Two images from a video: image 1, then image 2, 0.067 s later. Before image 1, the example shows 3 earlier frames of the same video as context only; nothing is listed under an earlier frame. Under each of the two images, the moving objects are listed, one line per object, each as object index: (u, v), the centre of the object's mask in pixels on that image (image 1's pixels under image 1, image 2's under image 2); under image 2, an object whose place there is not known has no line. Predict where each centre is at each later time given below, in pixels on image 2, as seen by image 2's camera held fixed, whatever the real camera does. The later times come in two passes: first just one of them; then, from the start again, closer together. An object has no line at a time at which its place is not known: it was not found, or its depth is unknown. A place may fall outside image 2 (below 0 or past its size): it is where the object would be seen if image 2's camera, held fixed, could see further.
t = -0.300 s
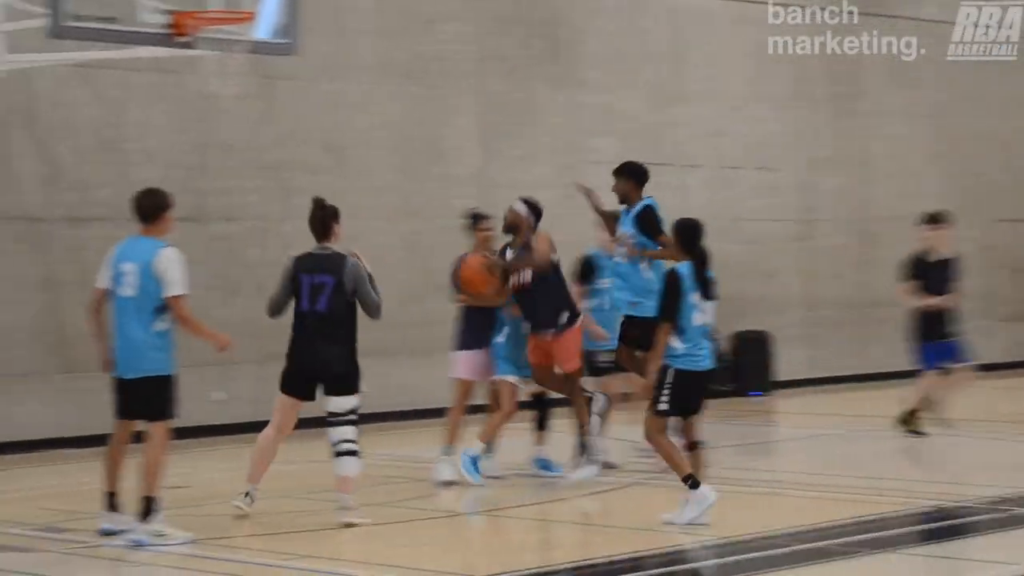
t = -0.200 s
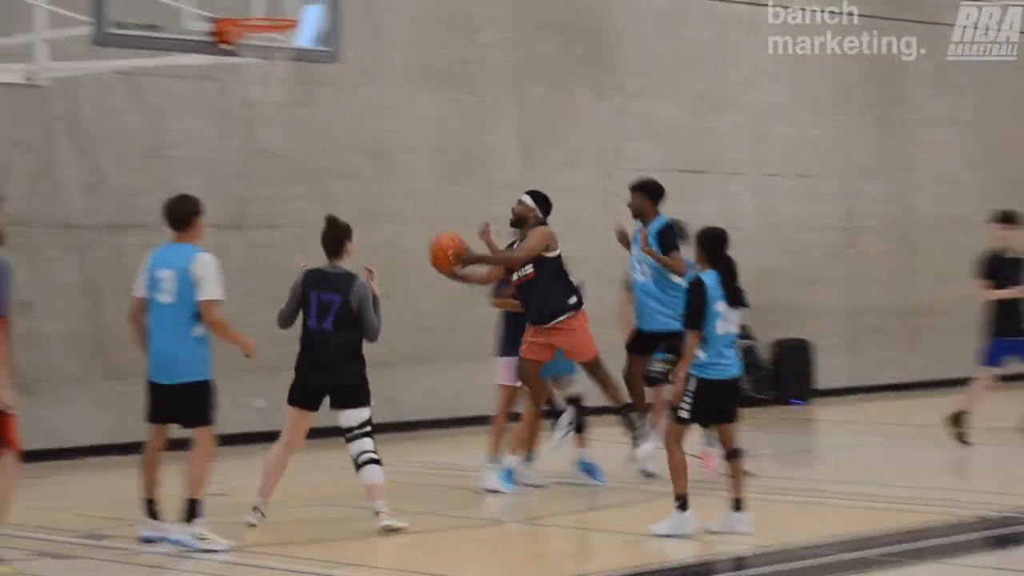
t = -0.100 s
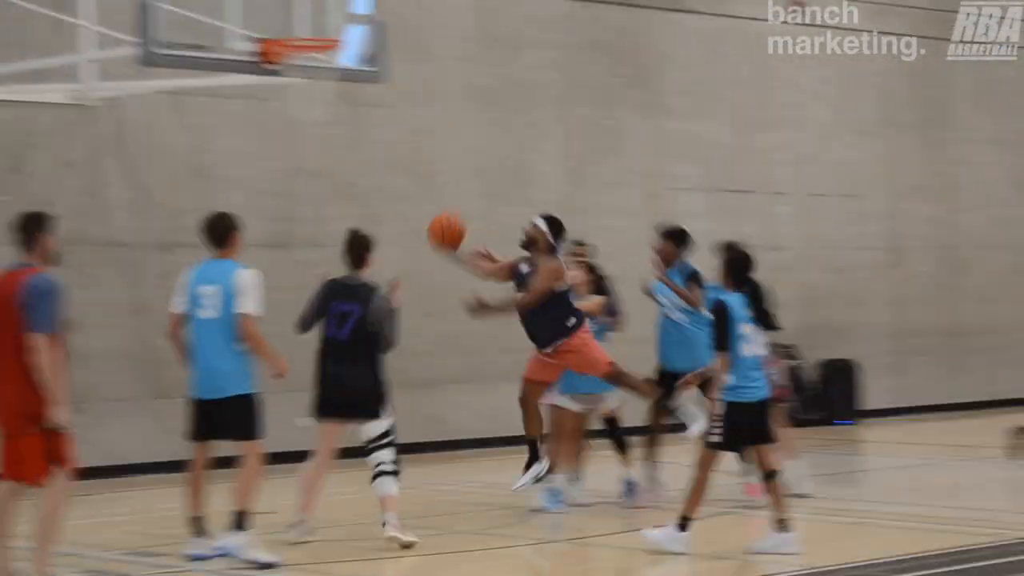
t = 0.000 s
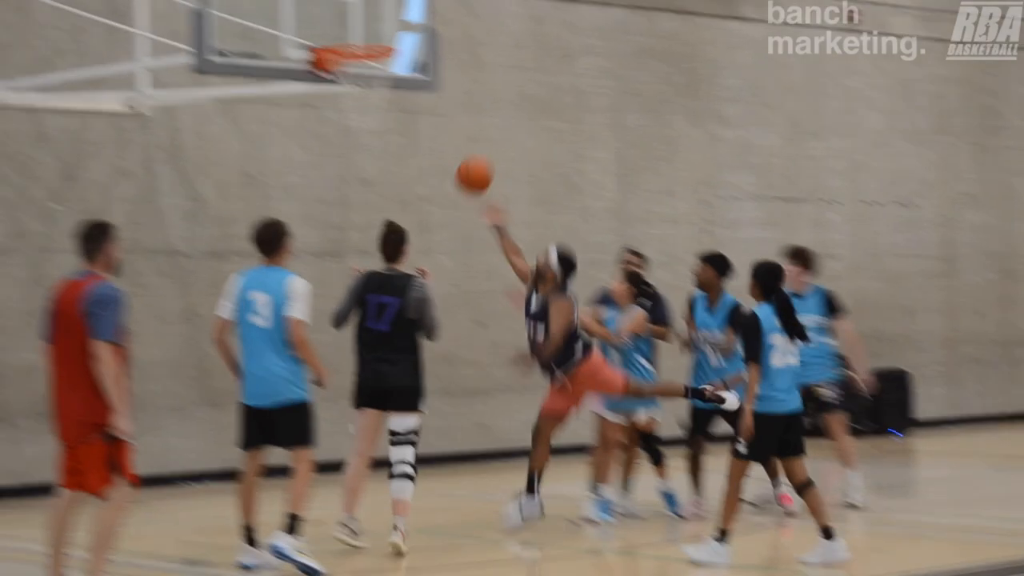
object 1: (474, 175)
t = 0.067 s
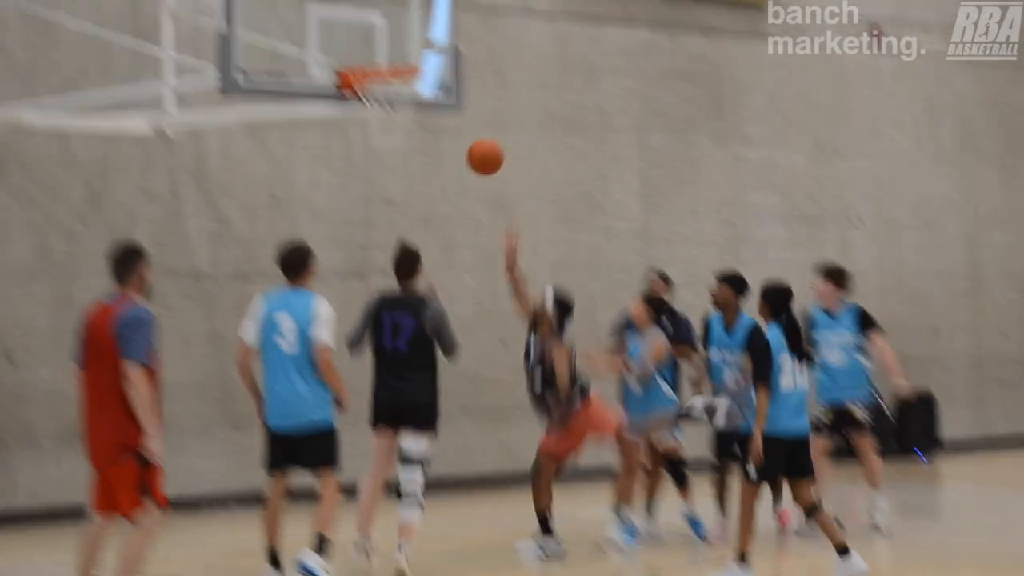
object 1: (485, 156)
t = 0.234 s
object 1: (449, 84)
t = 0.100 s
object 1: (477, 137)
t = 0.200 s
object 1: (455, 95)
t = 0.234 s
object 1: (449, 84)
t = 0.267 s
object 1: (442, 75)
